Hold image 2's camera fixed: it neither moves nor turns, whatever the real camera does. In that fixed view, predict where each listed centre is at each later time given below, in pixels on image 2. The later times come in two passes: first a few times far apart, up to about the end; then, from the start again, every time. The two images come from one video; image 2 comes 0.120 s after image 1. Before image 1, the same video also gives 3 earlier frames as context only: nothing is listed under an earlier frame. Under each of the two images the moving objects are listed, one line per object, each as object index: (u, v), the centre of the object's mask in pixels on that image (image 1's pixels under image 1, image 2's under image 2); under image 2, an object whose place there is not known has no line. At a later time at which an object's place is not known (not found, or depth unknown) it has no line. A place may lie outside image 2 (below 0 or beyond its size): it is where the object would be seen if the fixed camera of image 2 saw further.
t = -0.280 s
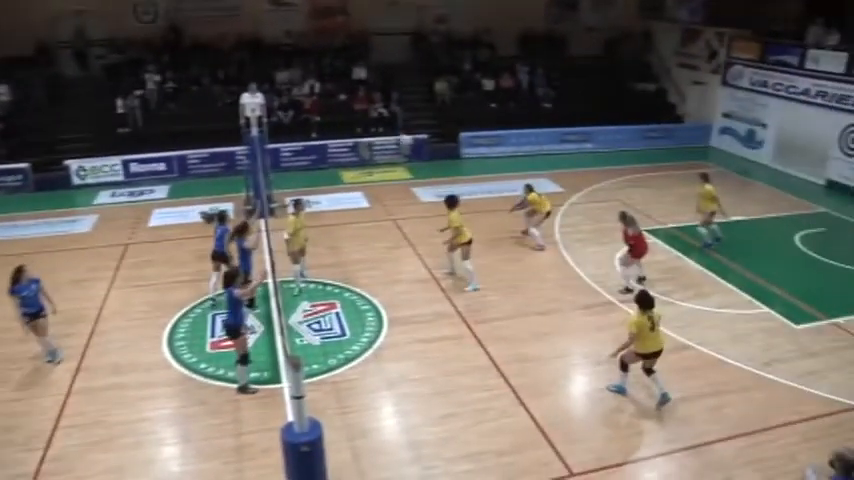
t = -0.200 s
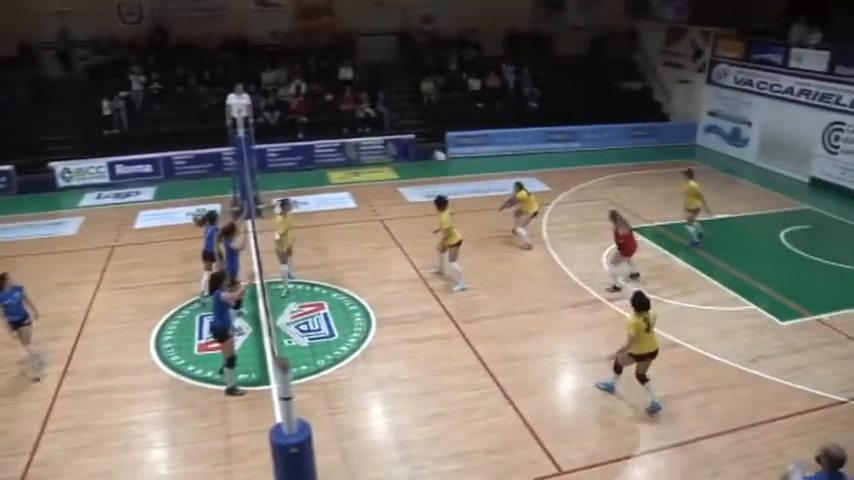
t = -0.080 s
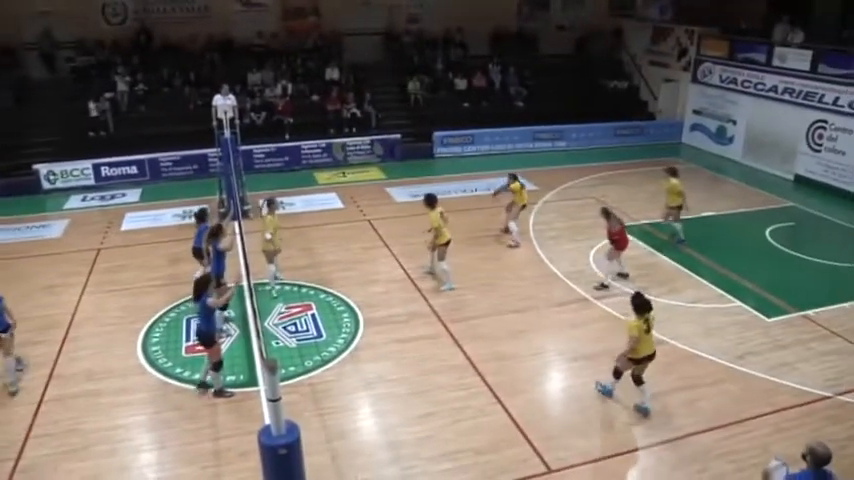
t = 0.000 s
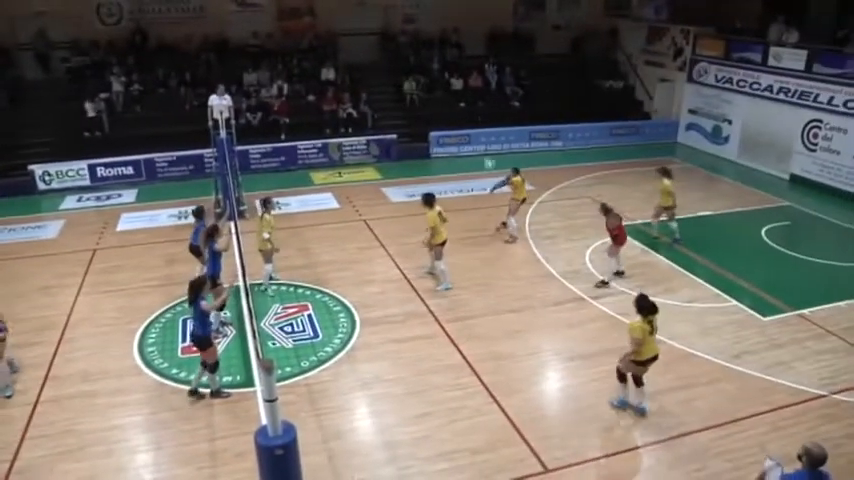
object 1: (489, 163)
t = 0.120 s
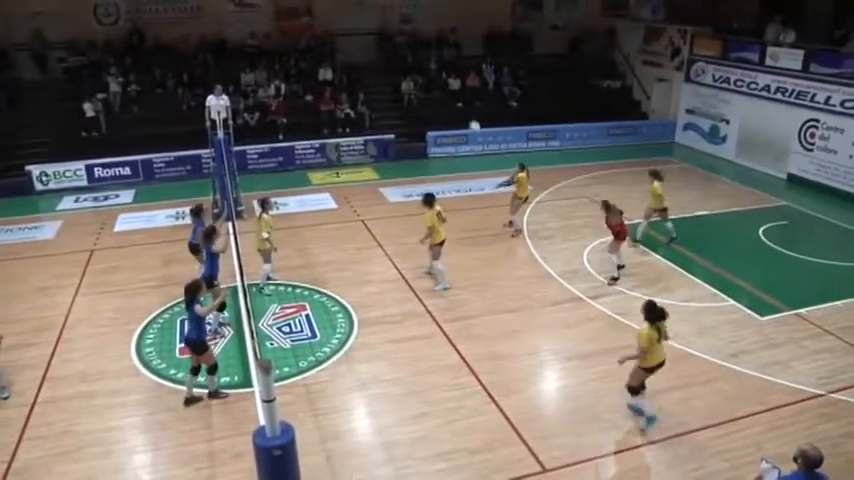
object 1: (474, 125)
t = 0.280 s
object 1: (455, 86)
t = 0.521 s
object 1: (423, 43)
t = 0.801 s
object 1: (382, 31)
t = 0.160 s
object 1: (470, 116)
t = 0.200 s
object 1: (465, 106)
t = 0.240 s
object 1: (460, 97)
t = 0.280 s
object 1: (455, 86)
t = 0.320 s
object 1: (450, 77)
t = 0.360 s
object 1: (445, 69)
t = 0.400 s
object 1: (439, 61)
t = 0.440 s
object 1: (434, 54)
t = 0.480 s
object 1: (429, 48)
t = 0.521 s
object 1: (423, 43)
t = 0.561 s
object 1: (417, 39)
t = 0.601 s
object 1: (412, 35)
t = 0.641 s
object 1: (407, 32)
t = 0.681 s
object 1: (400, 30)
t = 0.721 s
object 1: (395, 30)
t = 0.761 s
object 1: (388, 30)
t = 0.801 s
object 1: (382, 31)
